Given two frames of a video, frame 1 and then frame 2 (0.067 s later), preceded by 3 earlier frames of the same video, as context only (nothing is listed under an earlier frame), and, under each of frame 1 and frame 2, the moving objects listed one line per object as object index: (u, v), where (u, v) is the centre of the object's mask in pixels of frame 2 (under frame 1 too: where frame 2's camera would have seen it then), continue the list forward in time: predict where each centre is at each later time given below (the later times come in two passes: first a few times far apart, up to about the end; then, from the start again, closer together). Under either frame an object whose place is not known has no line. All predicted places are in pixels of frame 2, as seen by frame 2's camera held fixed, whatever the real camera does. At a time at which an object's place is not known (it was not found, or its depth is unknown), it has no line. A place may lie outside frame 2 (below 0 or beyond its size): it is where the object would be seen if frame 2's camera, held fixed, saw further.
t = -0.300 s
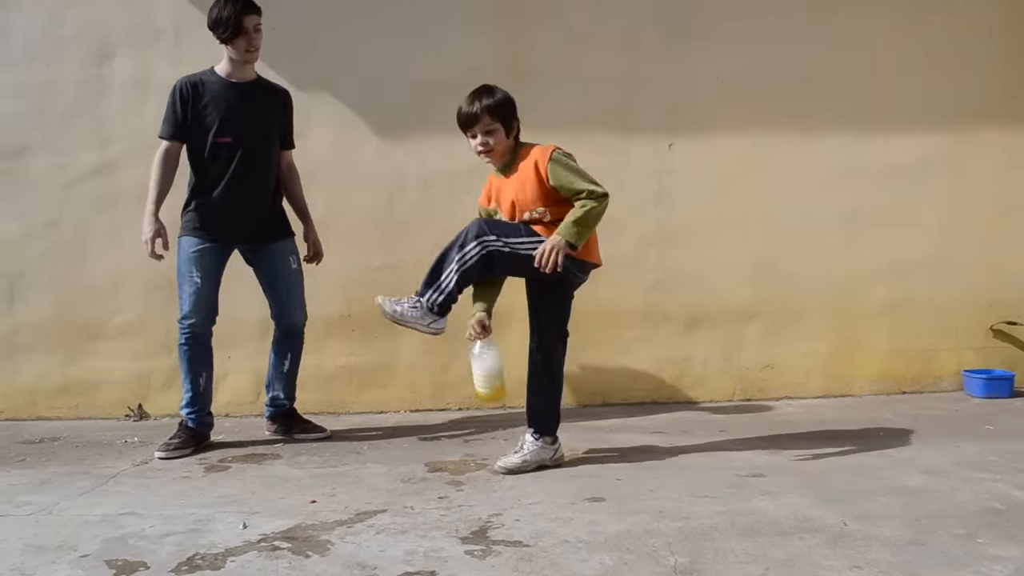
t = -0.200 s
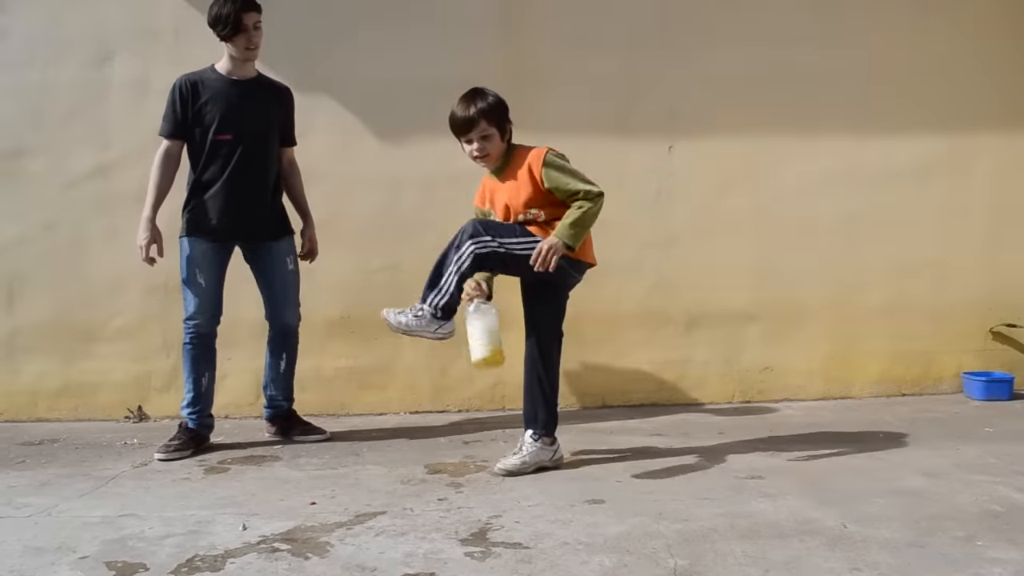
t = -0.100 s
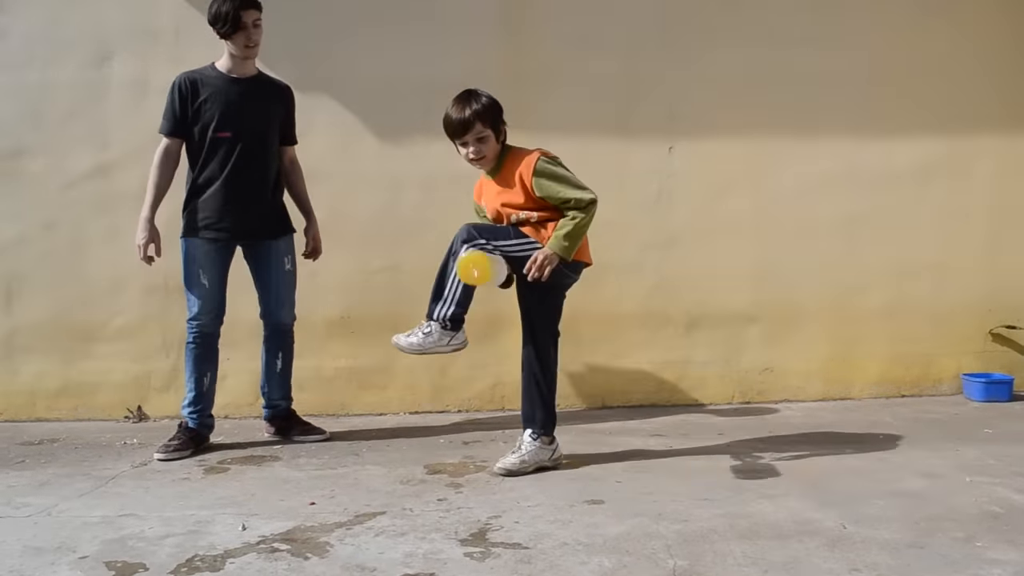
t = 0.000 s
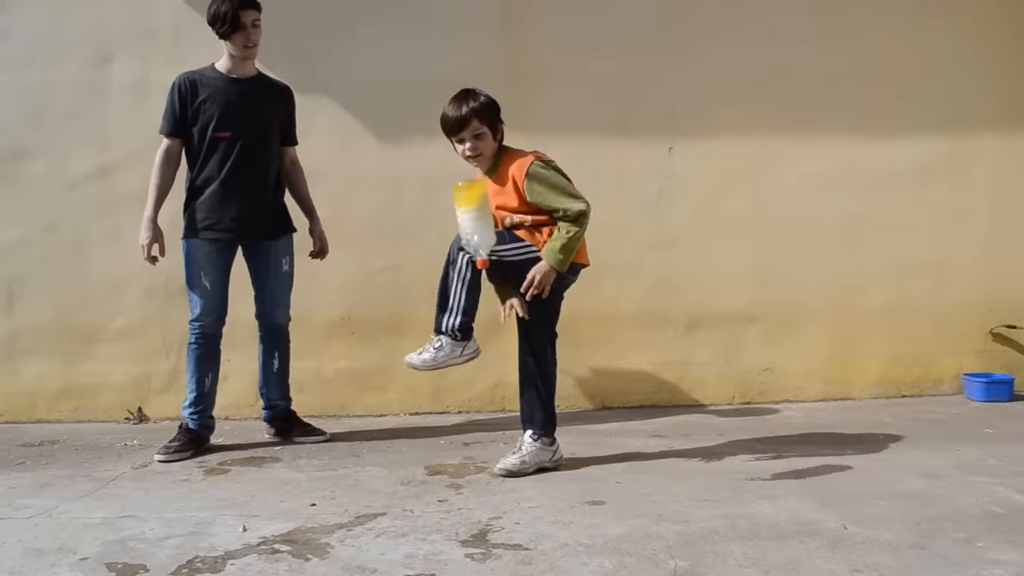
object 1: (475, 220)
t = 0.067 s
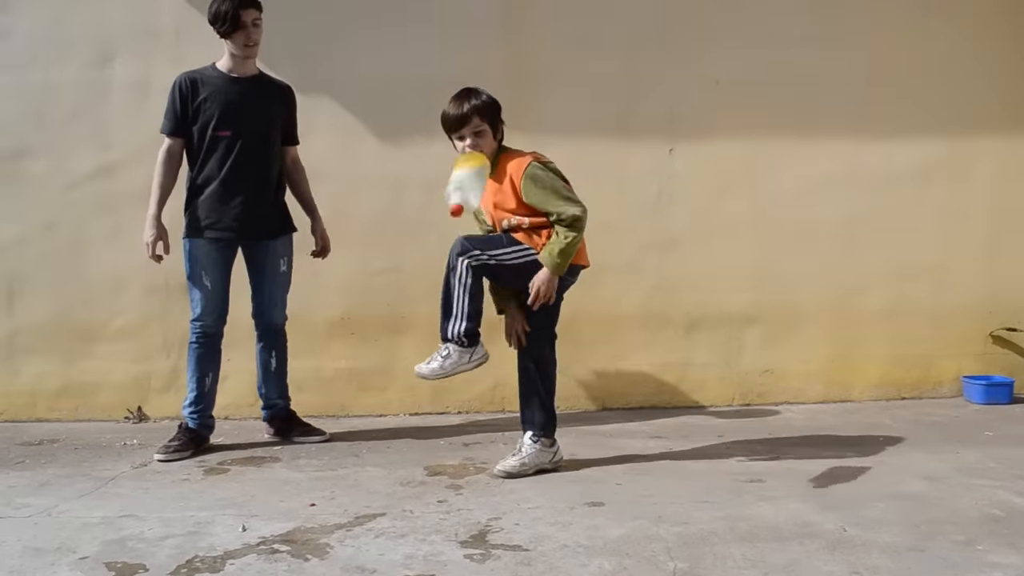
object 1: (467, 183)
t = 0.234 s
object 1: (457, 170)
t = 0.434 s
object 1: (456, 346)
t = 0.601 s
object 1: (443, 512)
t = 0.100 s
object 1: (465, 169)
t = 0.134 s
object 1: (461, 163)
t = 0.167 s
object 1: (459, 160)
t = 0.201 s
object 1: (457, 162)
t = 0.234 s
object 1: (457, 170)
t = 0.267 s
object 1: (457, 185)
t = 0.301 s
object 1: (458, 205)
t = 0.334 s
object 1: (458, 233)
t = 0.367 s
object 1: (458, 265)
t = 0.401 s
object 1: (457, 303)
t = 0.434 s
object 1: (456, 346)
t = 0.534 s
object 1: (454, 503)
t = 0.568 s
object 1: (450, 510)
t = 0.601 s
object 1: (443, 512)
